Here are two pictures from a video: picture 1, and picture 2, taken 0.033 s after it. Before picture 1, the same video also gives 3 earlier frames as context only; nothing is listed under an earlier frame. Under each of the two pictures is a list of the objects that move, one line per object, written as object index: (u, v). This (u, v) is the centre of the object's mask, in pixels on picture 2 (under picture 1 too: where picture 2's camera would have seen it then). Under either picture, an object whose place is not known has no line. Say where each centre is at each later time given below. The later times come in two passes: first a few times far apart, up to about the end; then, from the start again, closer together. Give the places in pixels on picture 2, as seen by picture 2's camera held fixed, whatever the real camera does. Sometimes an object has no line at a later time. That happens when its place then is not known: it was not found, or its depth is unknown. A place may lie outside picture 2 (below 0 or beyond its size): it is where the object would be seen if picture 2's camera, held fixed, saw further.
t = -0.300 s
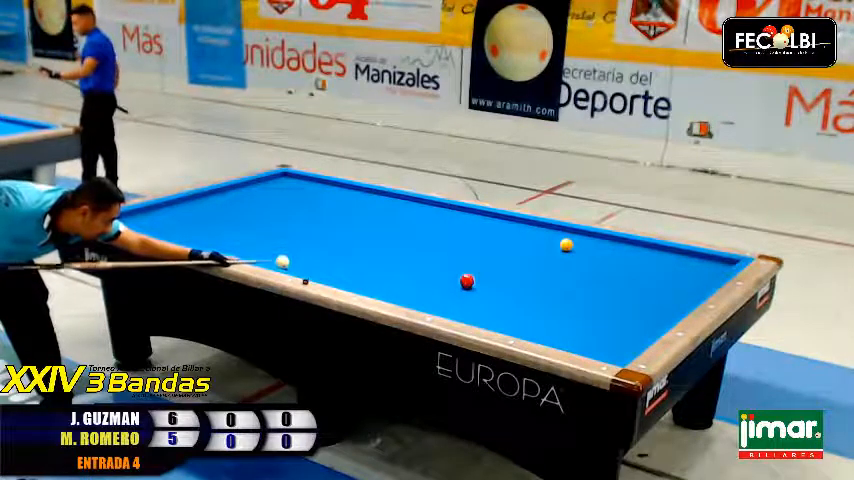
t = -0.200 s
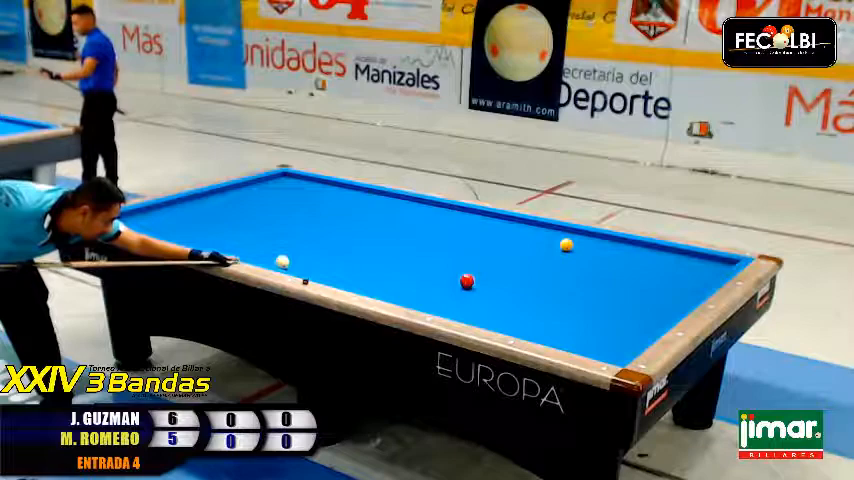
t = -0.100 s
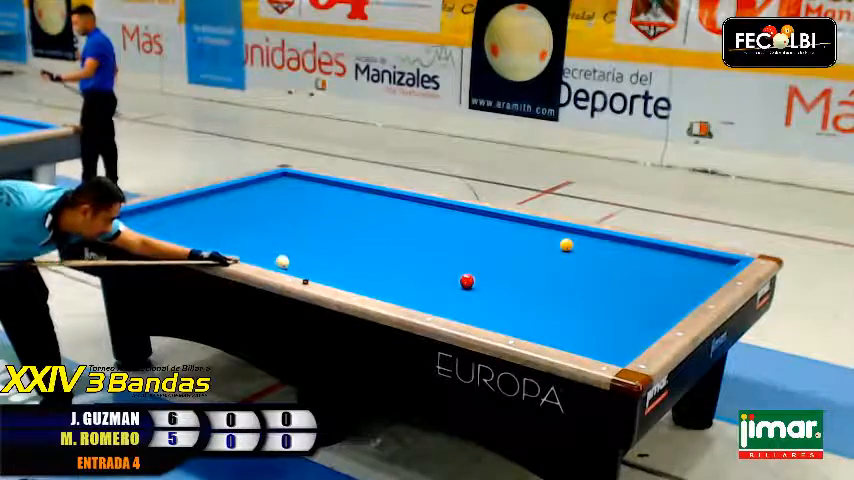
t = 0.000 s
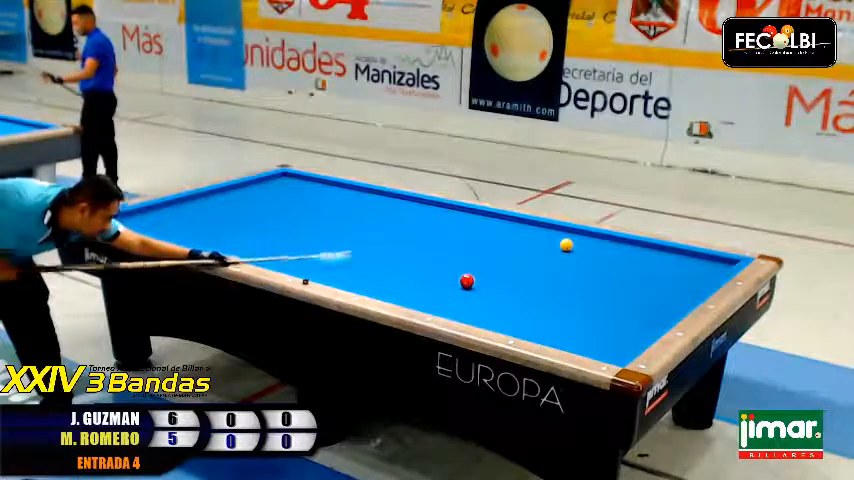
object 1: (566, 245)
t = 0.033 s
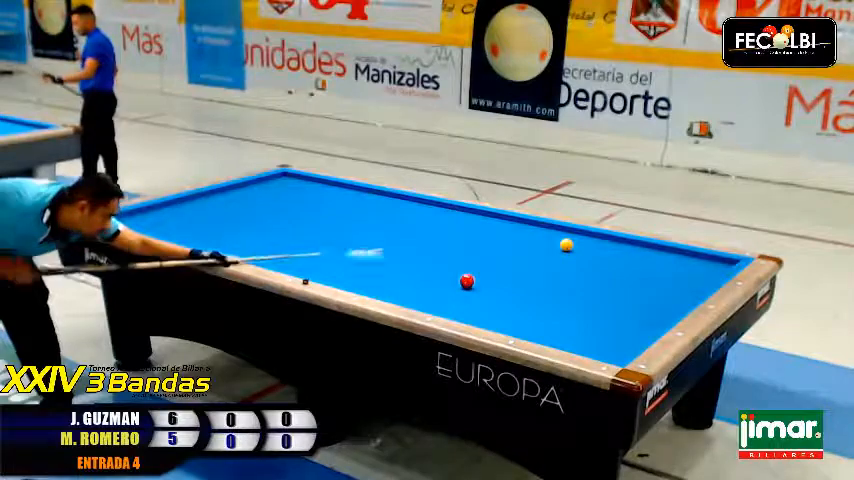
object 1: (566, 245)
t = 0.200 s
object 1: (566, 245)
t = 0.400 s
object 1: (642, 259)
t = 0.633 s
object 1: (692, 267)
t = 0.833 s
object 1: (632, 253)
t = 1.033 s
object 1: (586, 243)
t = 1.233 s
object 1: (545, 233)
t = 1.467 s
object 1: (500, 222)
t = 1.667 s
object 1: (465, 214)
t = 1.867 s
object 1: (431, 206)
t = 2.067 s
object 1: (400, 199)
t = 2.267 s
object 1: (370, 191)
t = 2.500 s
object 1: (338, 184)
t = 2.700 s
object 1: (310, 178)
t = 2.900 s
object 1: (284, 173)
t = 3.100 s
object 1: (296, 178)
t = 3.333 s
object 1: (313, 181)
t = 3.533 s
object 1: (326, 185)
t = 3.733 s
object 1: (341, 188)
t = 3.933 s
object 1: (353, 192)
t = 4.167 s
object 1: (370, 197)
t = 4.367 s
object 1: (383, 200)
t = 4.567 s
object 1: (398, 204)
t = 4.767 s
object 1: (413, 208)
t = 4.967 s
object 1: (427, 212)
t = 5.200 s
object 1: (443, 216)
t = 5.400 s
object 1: (458, 220)
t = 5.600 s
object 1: (475, 224)
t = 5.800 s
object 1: (490, 228)
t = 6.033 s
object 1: (506, 233)
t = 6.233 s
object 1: (522, 236)
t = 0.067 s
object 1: (566, 245)
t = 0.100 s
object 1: (566, 245)
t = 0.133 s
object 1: (566, 245)
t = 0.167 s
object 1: (566, 245)
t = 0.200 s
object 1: (566, 245)
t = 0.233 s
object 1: (566, 245)
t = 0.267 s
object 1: (576, 246)
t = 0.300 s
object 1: (591, 249)
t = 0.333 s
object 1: (607, 252)
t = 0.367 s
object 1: (623, 255)
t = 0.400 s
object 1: (642, 259)
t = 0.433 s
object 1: (657, 262)
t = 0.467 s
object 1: (674, 265)
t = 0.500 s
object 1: (691, 268)
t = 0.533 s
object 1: (706, 270)
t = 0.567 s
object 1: (714, 271)
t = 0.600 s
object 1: (705, 270)
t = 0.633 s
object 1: (692, 267)
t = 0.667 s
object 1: (681, 265)
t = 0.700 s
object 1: (669, 262)
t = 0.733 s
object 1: (661, 260)
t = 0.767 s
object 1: (650, 258)
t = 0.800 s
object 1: (641, 255)
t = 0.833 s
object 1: (632, 253)
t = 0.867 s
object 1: (624, 250)
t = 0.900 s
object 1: (617, 249)
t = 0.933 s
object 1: (609, 247)
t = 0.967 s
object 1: (601, 246)
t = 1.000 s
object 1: (594, 245)
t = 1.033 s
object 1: (586, 243)
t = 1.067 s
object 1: (580, 242)
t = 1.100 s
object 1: (573, 240)
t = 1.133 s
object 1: (566, 238)
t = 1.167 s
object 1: (559, 236)
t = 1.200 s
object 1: (552, 234)
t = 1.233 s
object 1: (545, 233)
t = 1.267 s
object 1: (539, 231)
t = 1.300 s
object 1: (532, 229)
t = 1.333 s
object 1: (525, 228)
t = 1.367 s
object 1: (519, 227)
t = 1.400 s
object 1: (512, 226)
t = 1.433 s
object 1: (506, 224)
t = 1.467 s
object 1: (500, 222)
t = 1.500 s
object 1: (494, 220)
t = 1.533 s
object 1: (488, 219)
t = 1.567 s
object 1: (482, 218)
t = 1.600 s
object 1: (476, 217)
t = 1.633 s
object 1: (471, 215)
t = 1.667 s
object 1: (465, 214)
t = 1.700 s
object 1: (458, 212)
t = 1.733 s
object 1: (454, 211)
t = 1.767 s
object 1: (448, 210)
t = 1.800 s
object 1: (442, 208)
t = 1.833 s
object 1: (436, 207)
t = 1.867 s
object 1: (431, 206)
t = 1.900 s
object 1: (425, 205)
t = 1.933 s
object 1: (420, 204)
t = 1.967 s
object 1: (415, 202)
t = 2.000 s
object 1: (409, 201)
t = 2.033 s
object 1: (404, 200)
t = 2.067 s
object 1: (400, 199)
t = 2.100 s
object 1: (395, 197)
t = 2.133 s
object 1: (390, 196)
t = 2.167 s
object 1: (386, 195)
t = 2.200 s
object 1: (380, 193)
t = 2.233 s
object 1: (374, 192)
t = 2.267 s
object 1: (370, 191)
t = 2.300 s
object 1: (365, 190)
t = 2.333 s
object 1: (361, 189)
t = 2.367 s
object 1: (357, 188)
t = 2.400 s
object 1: (351, 187)
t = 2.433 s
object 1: (348, 186)
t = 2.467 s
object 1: (342, 185)
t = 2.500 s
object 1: (338, 184)
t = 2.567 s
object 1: (328, 182)
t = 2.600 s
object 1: (324, 181)
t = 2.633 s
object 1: (319, 180)
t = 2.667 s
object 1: (314, 180)
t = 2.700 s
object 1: (310, 178)
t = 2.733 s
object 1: (305, 178)
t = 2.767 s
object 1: (301, 177)
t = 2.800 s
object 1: (296, 176)
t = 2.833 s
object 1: (291, 175)
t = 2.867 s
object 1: (287, 174)
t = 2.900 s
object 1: (284, 173)
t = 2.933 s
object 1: (284, 173)
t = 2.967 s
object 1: (286, 174)
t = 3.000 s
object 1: (289, 175)
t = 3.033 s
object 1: (292, 176)
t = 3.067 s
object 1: (293, 177)
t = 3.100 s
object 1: (296, 178)
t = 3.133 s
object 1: (298, 178)
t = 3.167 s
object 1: (301, 179)
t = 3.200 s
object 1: (303, 180)
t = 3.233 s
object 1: (306, 180)
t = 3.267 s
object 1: (307, 180)
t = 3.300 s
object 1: (310, 181)
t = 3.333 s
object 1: (313, 181)
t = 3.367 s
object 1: (314, 182)
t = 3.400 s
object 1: (316, 182)
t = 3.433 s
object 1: (319, 183)
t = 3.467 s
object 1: (321, 183)
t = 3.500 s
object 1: (324, 184)
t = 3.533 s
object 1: (326, 185)
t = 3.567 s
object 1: (328, 186)
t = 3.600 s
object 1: (330, 186)
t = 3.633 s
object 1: (332, 187)
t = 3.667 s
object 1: (335, 187)
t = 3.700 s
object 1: (337, 187)
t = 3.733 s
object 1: (341, 188)
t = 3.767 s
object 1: (342, 189)
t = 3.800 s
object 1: (344, 189)
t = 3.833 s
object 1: (347, 191)
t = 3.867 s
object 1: (348, 191)
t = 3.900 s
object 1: (351, 192)
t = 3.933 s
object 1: (353, 192)
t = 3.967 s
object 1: (355, 193)
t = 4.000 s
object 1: (357, 194)
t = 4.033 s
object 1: (360, 194)
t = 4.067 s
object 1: (363, 195)
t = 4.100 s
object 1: (365, 195)
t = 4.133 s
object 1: (368, 196)
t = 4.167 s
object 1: (370, 197)
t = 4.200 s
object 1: (373, 197)
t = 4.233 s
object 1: (374, 198)
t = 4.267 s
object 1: (377, 199)
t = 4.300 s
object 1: (379, 199)
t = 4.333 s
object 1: (381, 199)
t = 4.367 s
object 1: (383, 200)
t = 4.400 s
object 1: (387, 201)
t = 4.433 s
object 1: (390, 202)
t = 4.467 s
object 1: (391, 202)
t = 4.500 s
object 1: (394, 203)
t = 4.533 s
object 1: (396, 203)
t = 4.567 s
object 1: (398, 204)
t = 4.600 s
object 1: (400, 204)
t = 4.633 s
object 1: (404, 205)
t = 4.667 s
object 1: (405, 206)
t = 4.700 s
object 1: (408, 207)
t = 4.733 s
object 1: (410, 207)
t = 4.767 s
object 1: (413, 208)
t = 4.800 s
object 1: (416, 209)
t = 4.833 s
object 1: (417, 209)
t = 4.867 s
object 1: (420, 210)
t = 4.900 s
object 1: (422, 211)
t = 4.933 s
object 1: (425, 211)
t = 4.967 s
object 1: (427, 212)
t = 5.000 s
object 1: (430, 212)
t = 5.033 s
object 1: (433, 213)
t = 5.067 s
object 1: (435, 213)
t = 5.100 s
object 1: (437, 214)
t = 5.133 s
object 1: (440, 214)
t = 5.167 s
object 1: (442, 215)
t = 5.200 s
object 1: (443, 216)
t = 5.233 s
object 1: (447, 217)
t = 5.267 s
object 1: (448, 217)
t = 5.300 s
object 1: (452, 218)
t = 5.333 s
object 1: (454, 219)
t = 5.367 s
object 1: (457, 219)
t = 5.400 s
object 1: (458, 220)
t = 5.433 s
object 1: (462, 221)
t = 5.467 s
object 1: (464, 222)
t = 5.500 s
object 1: (467, 222)
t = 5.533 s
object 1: (470, 223)
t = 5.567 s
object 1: (471, 223)
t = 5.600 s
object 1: (475, 224)
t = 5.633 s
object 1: (478, 225)
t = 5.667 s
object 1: (480, 225)
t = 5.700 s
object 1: (482, 226)
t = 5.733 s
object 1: (483, 227)
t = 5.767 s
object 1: (487, 227)
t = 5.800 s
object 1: (490, 228)
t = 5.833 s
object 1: (492, 229)
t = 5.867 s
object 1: (495, 229)
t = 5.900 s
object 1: (497, 230)
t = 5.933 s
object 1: (500, 230)
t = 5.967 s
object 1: (502, 231)
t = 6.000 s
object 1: (505, 232)
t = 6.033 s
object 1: (506, 233)
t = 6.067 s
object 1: (509, 233)
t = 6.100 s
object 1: (511, 233)
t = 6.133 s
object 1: (514, 234)
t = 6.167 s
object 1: (517, 235)
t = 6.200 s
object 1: (520, 236)
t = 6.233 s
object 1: (522, 236)
